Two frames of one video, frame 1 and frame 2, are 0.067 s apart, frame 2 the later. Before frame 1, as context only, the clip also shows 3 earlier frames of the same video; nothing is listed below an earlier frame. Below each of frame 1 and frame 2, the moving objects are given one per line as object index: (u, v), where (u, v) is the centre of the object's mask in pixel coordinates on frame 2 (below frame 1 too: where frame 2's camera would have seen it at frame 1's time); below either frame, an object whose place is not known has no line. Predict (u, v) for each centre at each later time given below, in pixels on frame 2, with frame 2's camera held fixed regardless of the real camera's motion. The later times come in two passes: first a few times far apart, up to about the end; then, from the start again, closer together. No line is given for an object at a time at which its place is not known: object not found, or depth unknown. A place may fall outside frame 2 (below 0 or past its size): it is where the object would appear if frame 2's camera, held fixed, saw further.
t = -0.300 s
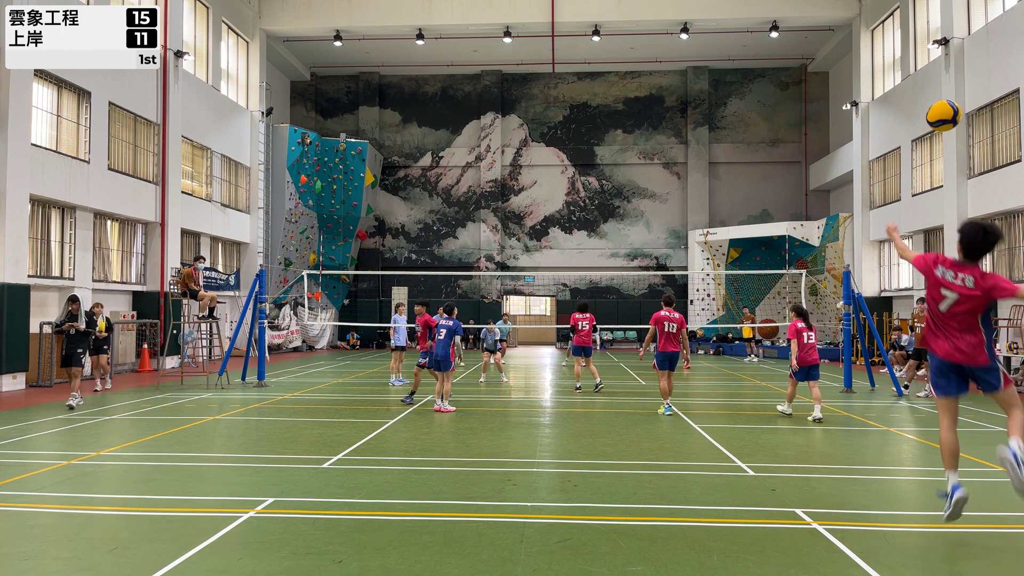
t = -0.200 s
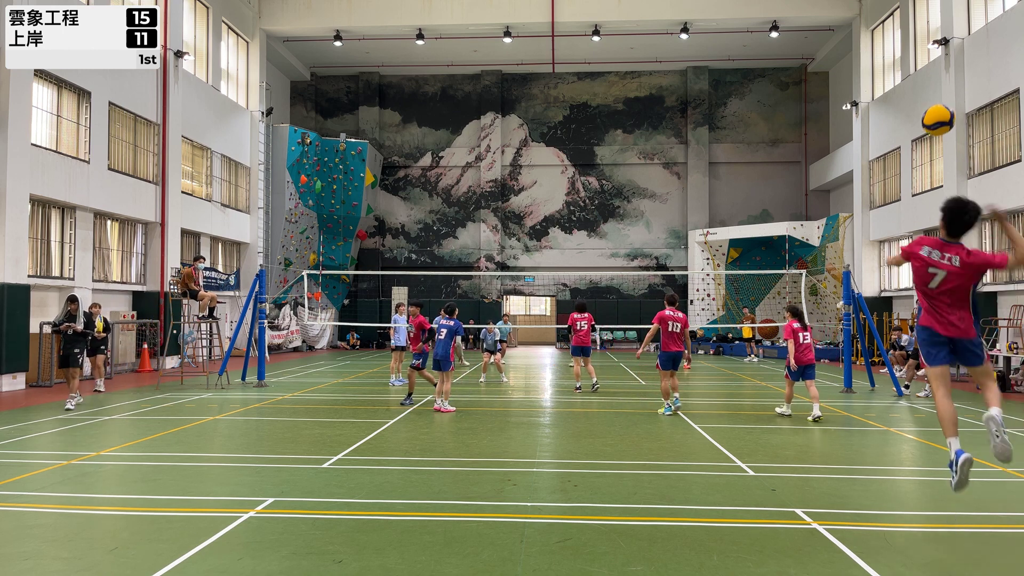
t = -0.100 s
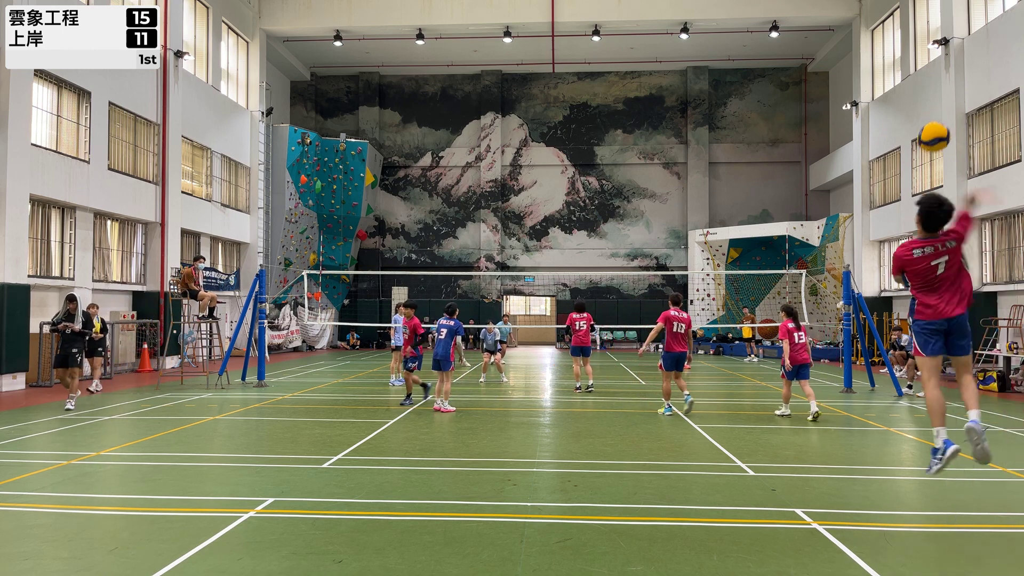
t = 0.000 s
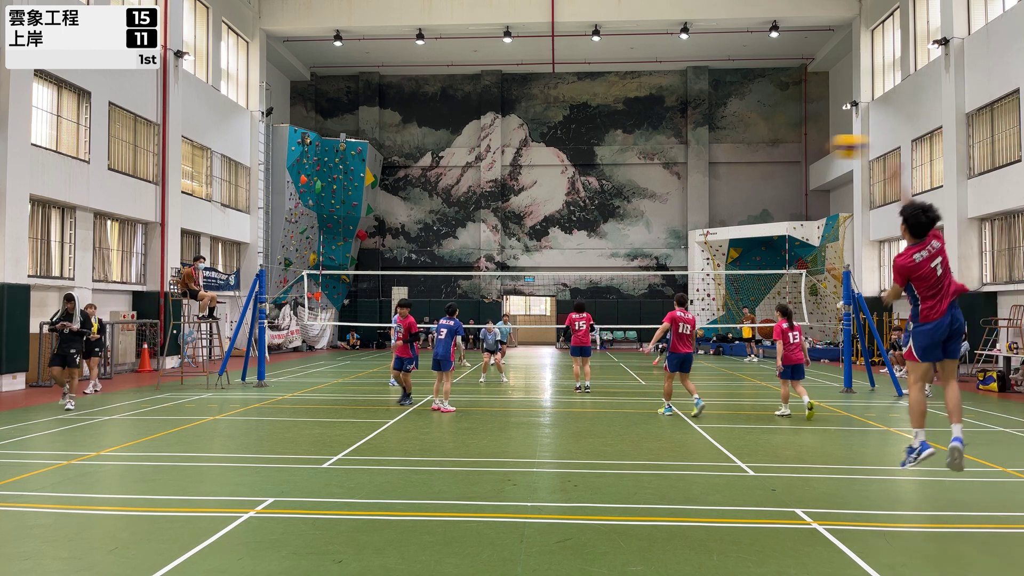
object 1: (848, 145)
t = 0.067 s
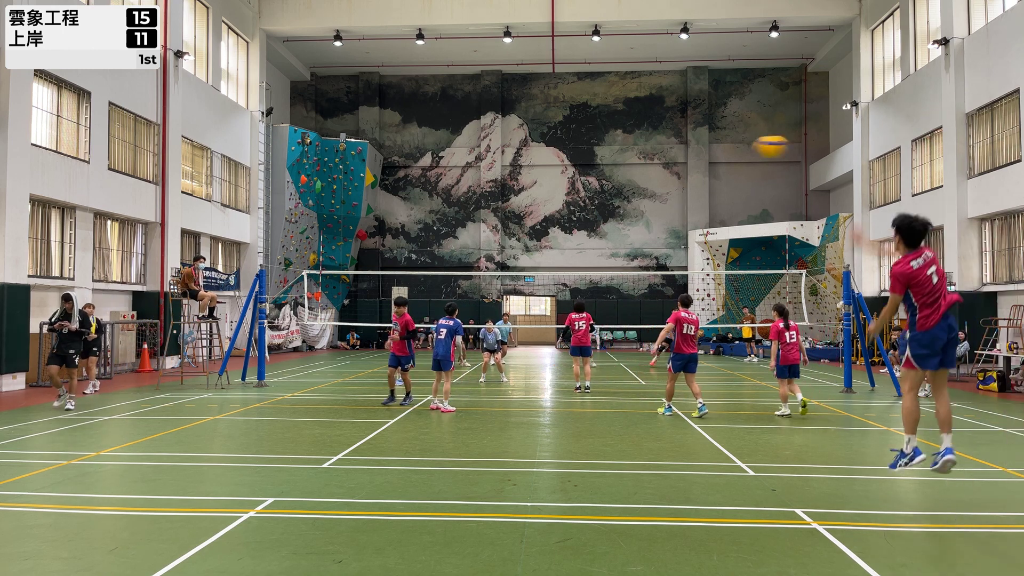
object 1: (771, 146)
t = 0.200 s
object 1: (669, 156)
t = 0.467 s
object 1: (559, 200)
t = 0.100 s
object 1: (740, 147)
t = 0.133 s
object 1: (712, 150)
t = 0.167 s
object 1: (689, 153)
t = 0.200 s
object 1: (669, 156)
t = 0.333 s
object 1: (605, 177)
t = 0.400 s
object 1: (580, 188)
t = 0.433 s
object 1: (569, 194)
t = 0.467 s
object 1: (559, 200)
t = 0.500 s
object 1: (550, 207)
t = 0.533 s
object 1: (542, 213)
